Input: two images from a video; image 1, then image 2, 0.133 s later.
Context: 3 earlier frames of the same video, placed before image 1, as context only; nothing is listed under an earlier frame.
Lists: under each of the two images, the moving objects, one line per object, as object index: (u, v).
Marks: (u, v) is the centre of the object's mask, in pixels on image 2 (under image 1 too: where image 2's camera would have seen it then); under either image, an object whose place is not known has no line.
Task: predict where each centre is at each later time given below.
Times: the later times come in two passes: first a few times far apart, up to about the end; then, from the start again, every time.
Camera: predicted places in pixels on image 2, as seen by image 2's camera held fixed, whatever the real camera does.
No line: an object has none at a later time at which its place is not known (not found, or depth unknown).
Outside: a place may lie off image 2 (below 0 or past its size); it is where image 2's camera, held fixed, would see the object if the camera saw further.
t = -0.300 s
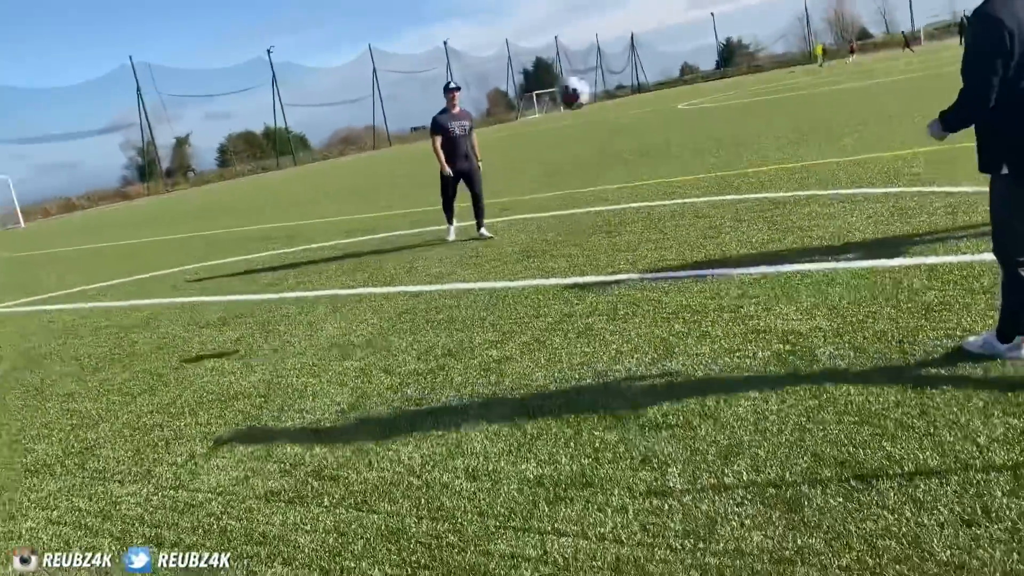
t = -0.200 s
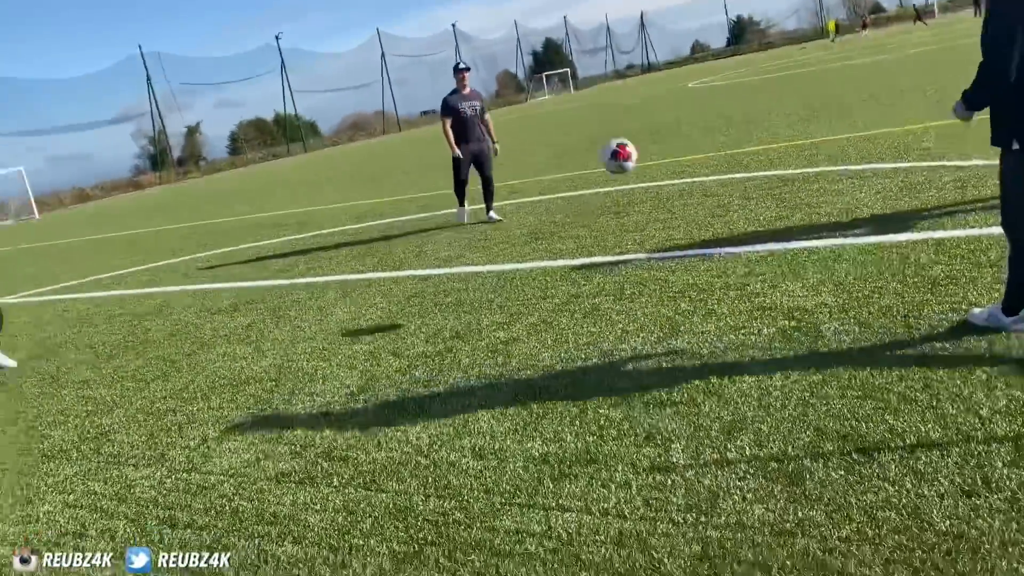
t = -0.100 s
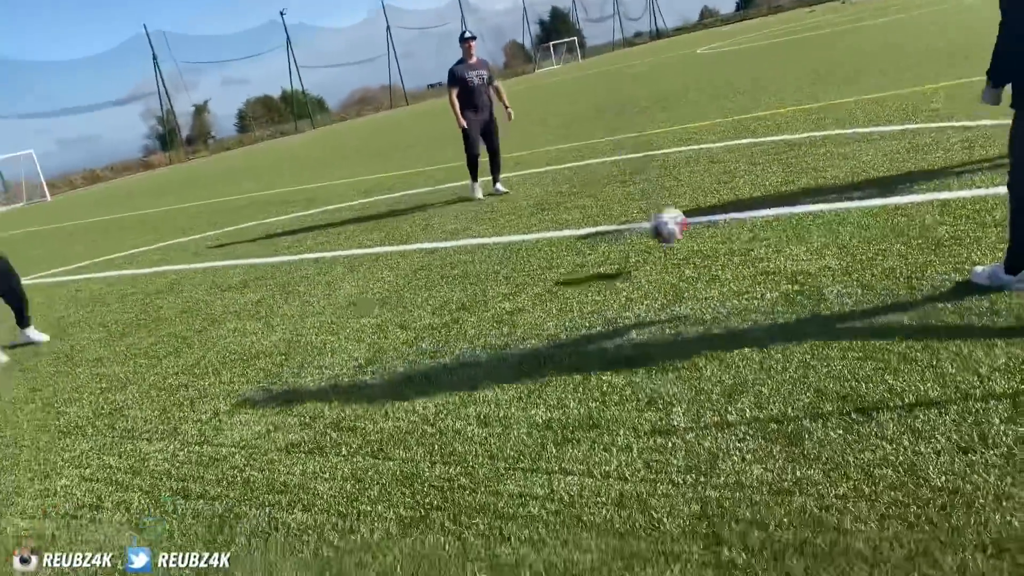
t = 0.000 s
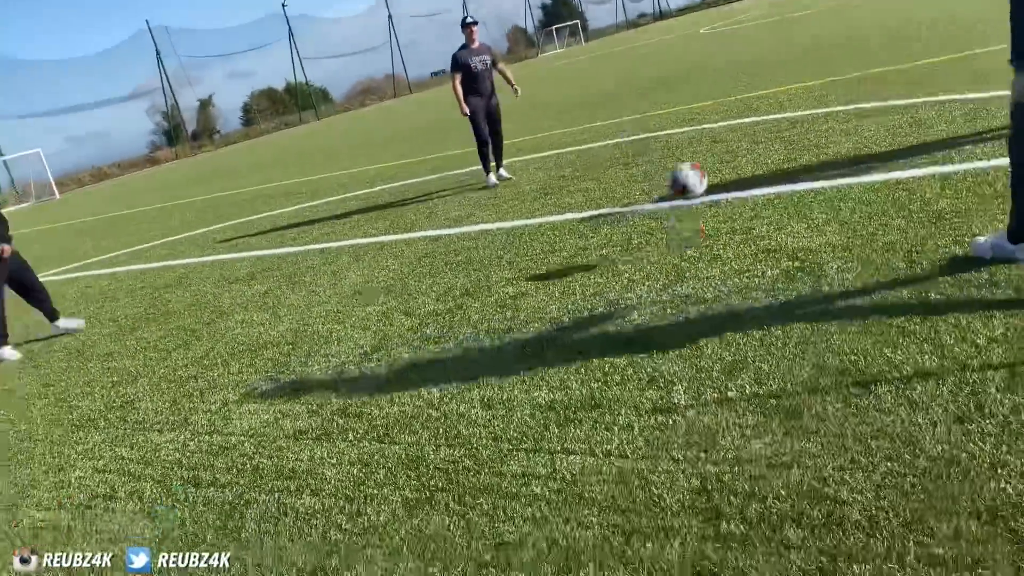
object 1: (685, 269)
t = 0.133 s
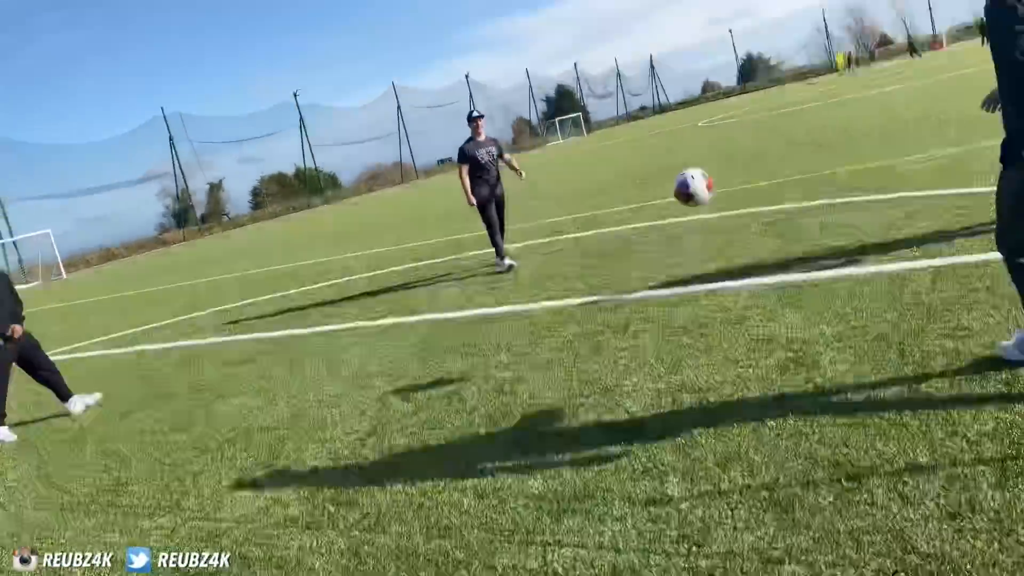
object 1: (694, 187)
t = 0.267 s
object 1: (709, 132)
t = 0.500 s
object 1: (756, 100)
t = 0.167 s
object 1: (697, 171)
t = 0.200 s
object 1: (700, 156)
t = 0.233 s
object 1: (705, 143)
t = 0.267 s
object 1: (709, 132)
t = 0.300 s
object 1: (715, 123)
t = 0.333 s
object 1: (720, 115)
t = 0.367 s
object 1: (726, 108)
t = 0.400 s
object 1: (732, 103)
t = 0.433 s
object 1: (739, 100)
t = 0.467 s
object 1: (747, 99)
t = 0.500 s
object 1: (756, 100)
